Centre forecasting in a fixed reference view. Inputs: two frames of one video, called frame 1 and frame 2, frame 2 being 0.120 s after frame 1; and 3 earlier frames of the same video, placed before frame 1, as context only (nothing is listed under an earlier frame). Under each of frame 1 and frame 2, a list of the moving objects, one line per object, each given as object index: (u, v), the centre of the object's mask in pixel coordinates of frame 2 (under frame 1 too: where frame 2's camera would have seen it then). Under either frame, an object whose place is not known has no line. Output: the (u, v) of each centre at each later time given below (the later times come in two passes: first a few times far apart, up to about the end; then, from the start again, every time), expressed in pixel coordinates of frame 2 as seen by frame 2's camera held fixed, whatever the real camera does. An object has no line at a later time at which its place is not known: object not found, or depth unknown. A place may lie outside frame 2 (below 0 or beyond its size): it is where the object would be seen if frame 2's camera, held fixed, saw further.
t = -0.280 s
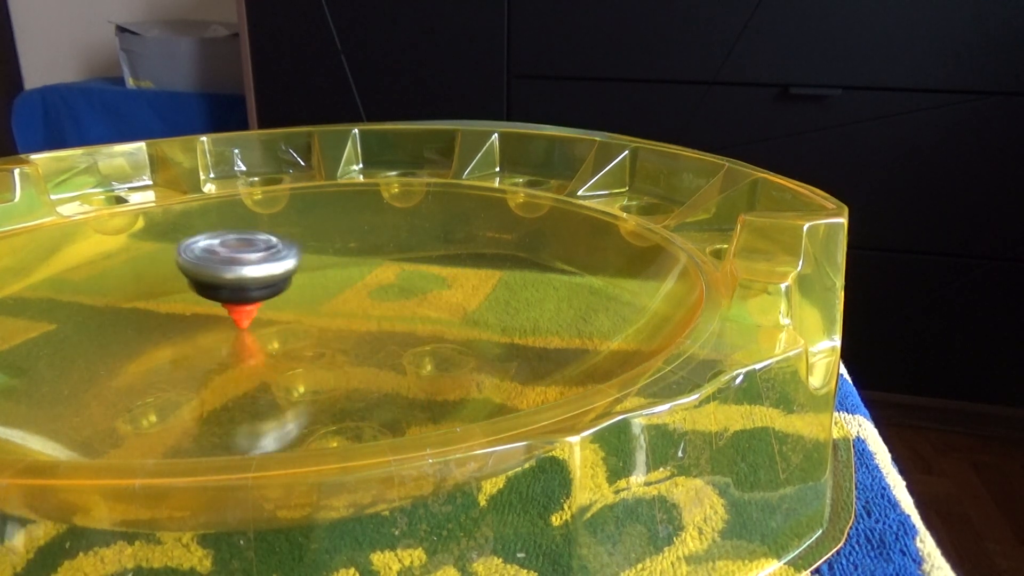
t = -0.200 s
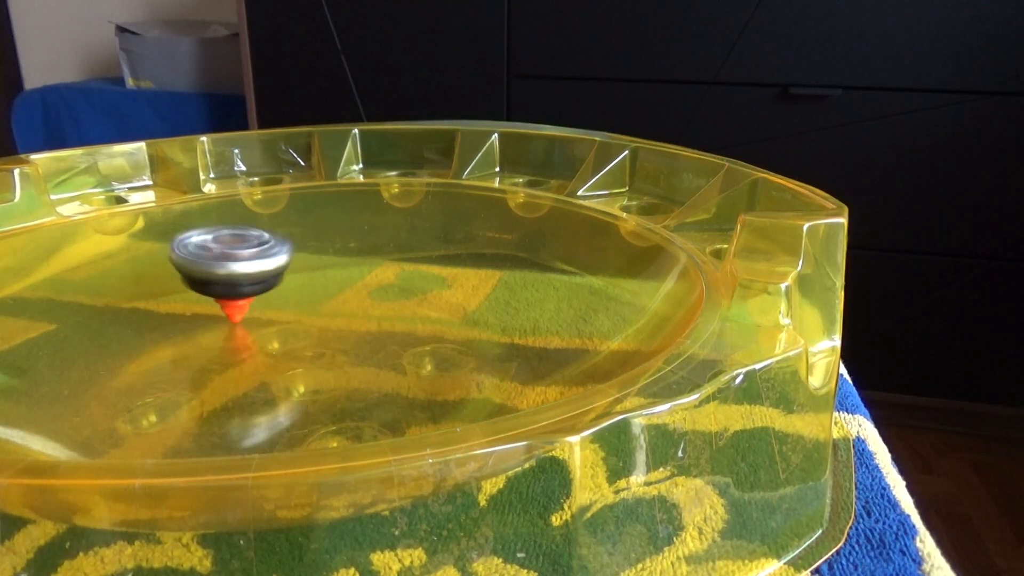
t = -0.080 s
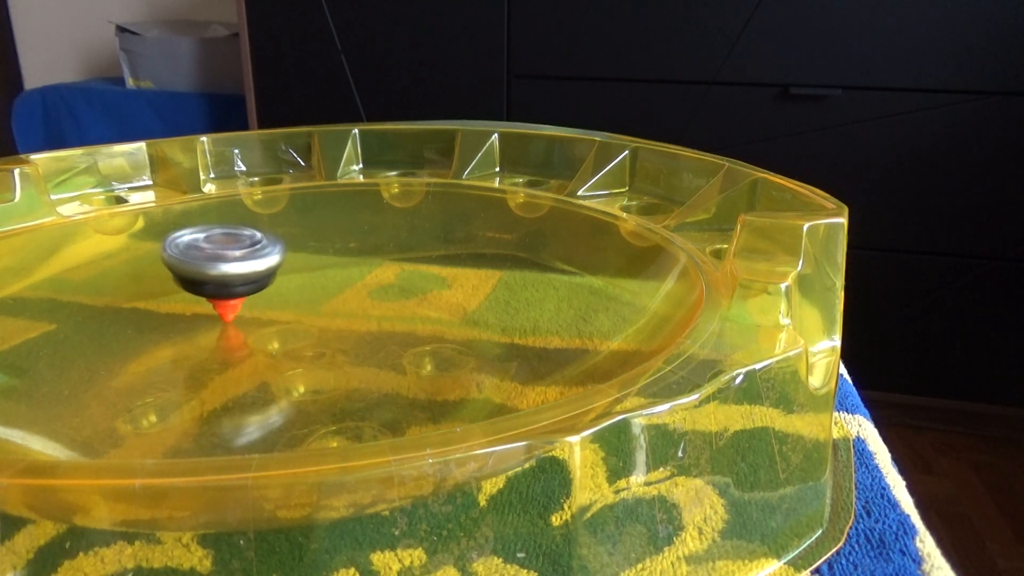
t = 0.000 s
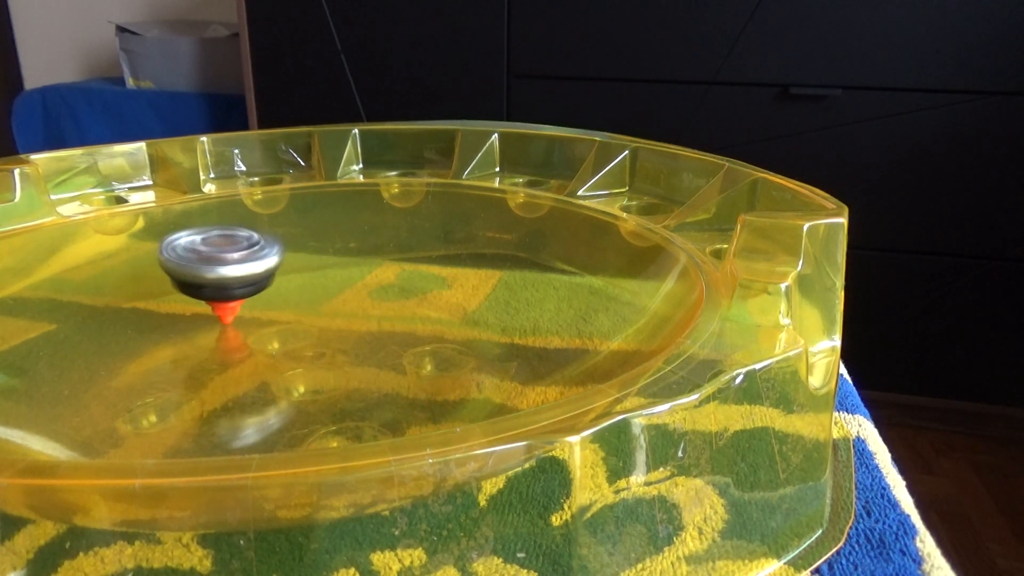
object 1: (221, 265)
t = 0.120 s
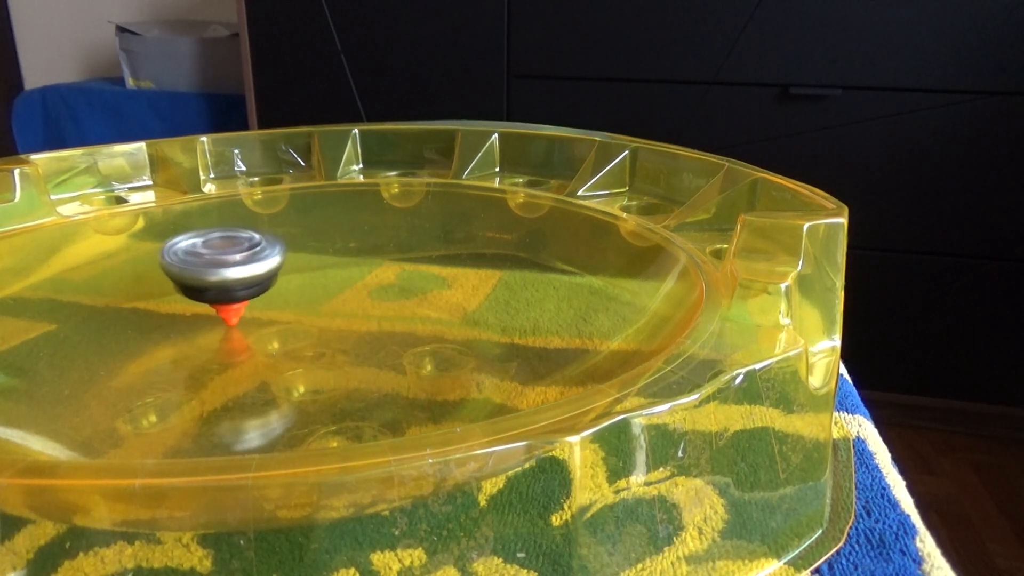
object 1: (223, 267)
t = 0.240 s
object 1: (235, 267)
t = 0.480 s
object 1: (274, 271)
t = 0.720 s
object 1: (299, 289)
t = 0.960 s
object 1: (326, 308)
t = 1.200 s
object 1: (343, 324)
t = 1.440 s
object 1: (343, 328)
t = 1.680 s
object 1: (330, 323)
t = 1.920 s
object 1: (311, 308)
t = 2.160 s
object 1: (291, 289)
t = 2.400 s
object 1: (279, 272)
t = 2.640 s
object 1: (269, 263)
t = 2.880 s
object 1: (266, 264)
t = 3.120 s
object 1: (277, 273)
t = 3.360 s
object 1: (290, 291)
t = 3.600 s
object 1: (309, 308)
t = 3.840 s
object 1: (326, 319)
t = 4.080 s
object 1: (333, 319)
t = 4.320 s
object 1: (327, 311)
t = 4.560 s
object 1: (314, 296)
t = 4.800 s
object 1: (299, 283)
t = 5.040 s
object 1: (287, 273)
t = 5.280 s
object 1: (279, 272)
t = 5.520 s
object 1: (286, 279)
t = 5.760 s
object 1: (307, 289)
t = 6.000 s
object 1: (330, 297)
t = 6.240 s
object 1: (347, 301)
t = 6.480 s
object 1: (350, 301)
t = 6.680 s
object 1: (340, 298)
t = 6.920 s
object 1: (320, 293)
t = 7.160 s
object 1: (299, 287)
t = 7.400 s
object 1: (284, 284)
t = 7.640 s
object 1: (279, 282)
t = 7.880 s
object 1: (281, 284)
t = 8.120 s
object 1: (293, 287)
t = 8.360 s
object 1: (308, 291)
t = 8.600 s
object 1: (320, 294)
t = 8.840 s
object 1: (324, 296)
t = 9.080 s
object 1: (323, 295)
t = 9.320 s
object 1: (313, 293)
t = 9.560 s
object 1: (300, 291)
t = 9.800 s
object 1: (292, 288)
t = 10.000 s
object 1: (289, 286)
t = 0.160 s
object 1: (226, 267)
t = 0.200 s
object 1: (230, 267)
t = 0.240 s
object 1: (235, 267)
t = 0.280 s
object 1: (241, 267)
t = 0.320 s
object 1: (247, 267)
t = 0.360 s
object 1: (254, 267)
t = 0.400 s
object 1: (261, 268)
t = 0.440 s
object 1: (268, 269)
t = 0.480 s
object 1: (274, 271)
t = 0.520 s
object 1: (280, 274)
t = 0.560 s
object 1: (283, 277)
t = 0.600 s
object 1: (287, 279)
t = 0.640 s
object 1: (290, 283)
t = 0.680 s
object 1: (295, 286)
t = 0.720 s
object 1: (299, 289)
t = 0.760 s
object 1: (304, 292)
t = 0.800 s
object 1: (309, 295)
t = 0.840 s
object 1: (313, 298)
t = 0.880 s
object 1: (318, 302)
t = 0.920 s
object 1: (322, 305)
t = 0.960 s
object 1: (326, 308)
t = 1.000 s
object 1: (330, 311)
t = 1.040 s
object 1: (334, 314)
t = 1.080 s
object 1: (337, 317)
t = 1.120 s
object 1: (339, 319)
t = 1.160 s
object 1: (341, 321)
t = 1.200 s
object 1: (343, 324)
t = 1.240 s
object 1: (344, 325)
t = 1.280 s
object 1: (345, 326)
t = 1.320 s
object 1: (346, 327)
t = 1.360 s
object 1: (346, 328)
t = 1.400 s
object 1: (345, 328)
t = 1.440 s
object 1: (343, 328)
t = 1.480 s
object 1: (342, 328)
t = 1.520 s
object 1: (340, 328)
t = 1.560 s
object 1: (338, 327)
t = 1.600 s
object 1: (335, 326)
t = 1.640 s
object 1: (333, 324)
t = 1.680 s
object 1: (330, 323)
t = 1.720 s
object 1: (327, 321)
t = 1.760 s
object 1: (324, 318)
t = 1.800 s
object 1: (321, 316)
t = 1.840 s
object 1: (318, 313)
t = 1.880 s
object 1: (315, 311)
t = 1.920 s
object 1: (311, 308)
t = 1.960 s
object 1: (308, 305)
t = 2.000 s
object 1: (304, 302)
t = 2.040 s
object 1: (300, 299)
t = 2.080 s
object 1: (297, 295)
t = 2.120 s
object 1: (294, 292)
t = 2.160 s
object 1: (291, 289)
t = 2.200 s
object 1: (288, 286)
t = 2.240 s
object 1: (286, 283)
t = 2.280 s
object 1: (284, 280)
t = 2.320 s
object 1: (282, 277)
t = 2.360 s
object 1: (281, 274)
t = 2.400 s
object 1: (279, 272)
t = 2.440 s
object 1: (278, 270)
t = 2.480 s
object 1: (276, 267)
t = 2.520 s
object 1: (275, 266)
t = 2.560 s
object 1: (273, 264)
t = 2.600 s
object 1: (271, 263)
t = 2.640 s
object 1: (269, 263)
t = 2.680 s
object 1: (267, 262)
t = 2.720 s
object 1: (266, 262)
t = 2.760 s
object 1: (266, 263)
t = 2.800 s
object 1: (266, 263)
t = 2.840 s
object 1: (266, 263)
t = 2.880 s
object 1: (266, 264)
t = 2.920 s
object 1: (267, 265)
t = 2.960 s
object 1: (268, 266)
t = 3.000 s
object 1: (270, 267)
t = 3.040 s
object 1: (272, 269)
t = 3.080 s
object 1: (275, 271)
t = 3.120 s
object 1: (277, 273)
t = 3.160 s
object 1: (279, 276)
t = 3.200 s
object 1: (281, 279)
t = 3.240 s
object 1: (283, 282)
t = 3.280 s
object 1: (285, 285)
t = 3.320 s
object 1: (288, 288)
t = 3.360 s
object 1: (290, 291)
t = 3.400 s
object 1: (294, 294)
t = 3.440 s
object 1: (297, 297)
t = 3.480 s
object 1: (300, 300)
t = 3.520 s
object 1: (303, 303)
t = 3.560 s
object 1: (306, 305)
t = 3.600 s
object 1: (309, 308)
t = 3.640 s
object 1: (312, 310)
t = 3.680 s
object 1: (316, 312)
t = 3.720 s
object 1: (319, 314)
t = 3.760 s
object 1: (321, 316)
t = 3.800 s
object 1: (324, 317)
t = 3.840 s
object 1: (326, 319)
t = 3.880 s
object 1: (328, 319)
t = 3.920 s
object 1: (329, 320)
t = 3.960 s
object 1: (331, 320)
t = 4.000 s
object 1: (331, 319)
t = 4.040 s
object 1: (332, 319)
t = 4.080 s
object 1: (333, 319)
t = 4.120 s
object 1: (333, 318)
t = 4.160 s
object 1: (333, 317)
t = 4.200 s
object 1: (332, 316)
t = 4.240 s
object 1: (331, 314)
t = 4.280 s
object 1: (329, 313)
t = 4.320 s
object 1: (327, 311)
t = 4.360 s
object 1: (325, 308)
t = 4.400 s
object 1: (323, 306)
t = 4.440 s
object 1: (321, 304)
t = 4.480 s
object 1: (319, 301)
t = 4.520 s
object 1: (316, 299)
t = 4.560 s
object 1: (314, 296)
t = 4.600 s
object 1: (311, 294)
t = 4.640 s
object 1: (308, 291)
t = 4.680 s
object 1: (306, 289)
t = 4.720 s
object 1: (304, 287)
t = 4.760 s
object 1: (301, 285)
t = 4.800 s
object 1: (299, 283)
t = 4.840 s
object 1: (297, 281)
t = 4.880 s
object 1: (295, 279)
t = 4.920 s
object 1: (292, 277)
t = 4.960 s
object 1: (290, 276)
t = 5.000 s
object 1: (288, 274)
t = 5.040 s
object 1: (287, 273)
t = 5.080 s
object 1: (285, 273)
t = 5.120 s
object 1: (283, 272)
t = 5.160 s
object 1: (282, 272)
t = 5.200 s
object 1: (281, 272)
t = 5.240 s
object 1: (280, 272)
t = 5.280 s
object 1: (279, 272)
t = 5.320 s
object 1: (279, 273)
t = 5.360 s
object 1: (280, 274)
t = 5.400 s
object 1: (281, 275)
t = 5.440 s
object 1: (282, 277)
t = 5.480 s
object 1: (284, 278)
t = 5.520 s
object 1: (286, 279)
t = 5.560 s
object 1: (288, 281)
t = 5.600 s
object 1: (291, 283)
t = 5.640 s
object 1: (295, 284)
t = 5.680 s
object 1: (299, 286)
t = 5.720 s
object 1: (303, 288)
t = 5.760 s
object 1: (307, 289)
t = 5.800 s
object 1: (311, 291)
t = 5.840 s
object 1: (315, 292)
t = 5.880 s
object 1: (319, 294)
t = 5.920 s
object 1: (322, 295)
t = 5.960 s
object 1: (326, 296)
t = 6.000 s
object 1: (330, 297)
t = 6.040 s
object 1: (333, 299)
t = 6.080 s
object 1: (336, 299)
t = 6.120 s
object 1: (339, 300)
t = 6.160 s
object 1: (342, 301)
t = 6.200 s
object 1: (345, 301)
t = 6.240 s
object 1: (347, 301)
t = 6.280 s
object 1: (349, 302)
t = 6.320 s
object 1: (350, 302)
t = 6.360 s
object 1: (351, 302)
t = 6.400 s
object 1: (351, 302)
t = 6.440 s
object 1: (351, 302)
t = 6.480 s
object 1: (350, 301)
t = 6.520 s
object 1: (349, 301)
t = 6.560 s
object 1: (348, 300)
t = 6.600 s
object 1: (346, 300)
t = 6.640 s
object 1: (343, 299)
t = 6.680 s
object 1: (340, 298)
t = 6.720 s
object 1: (337, 298)
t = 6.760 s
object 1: (334, 296)
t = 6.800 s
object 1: (331, 296)
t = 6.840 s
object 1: (327, 295)
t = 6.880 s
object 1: (323, 294)
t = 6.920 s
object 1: (320, 293)
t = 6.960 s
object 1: (317, 292)
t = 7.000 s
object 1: (312, 291)
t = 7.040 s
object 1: (309, 290)
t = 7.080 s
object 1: (305, 289)
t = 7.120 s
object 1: (302, 288)
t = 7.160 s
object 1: (299, 287)
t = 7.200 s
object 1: (296, 287)
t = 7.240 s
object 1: (293, 286)
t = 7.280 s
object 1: (290, 285)
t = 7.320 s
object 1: (288, 285)
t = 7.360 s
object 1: (285, 284)
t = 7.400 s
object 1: (284, 284)
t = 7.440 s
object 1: (283, 283)
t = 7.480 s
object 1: (281, 283)
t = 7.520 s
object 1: (280, 282)
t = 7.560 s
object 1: (279, 282)
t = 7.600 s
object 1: (279, 282)
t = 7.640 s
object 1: (279, 282)
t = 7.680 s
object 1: (279, 282)
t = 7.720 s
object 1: (279, 282)
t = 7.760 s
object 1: (279, 283)
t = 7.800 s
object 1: (279, 283)
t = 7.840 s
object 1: (280, 283)
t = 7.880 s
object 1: (281, 284)
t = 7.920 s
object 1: (282, 284)
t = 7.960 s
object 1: (284, 285)
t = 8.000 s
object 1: (286, 286)
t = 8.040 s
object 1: (288, 286)
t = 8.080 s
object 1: (291, 287)
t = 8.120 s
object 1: (293, 287)
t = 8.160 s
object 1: (296, 288)
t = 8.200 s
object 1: (298, 289)
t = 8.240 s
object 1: (300, 289)
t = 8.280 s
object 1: (303, 290)
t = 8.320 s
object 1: (305, 291)
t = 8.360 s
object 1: (308, 291)
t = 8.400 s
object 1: (311, 292)
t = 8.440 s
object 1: (313, 293)
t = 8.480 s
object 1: (315, 293)
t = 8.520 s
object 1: (317, 294)
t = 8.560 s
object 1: (318, 294)
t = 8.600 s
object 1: (320, 294)
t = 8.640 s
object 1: (322, 294)
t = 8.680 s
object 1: (323, 295)
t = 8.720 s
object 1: (324, 295)
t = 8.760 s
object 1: (324, 295)
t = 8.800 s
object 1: (324, 295)
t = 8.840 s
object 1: (324, 296)
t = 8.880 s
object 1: (324, 295)
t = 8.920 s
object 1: (324, 295)
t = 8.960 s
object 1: (324, 295)
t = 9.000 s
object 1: (324, 295)
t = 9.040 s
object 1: (323, 295)
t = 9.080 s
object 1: (323, 295)
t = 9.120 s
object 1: (322, 294)
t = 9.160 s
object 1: (321, 294)
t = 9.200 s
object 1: (319, 294)
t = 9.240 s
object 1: (317, 294)
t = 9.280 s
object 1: (315, 293)
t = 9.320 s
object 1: (313, 293)
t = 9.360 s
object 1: (311, 292)
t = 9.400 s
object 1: (309, 292)
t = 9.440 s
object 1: (306, 292)
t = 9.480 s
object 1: (303, 291)
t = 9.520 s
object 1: (301, 291)
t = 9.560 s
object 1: (300, 291)
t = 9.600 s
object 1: (298, 290)
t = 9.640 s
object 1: (297, 290)
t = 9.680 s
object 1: (295, 289)
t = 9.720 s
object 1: (294, 289)
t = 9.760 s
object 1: (293, 288)
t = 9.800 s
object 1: (292, 288)
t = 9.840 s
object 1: (291, 288)
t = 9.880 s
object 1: (291, 287)
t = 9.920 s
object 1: (290, 287)
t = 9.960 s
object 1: (290, 287)
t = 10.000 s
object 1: (289, 286)
